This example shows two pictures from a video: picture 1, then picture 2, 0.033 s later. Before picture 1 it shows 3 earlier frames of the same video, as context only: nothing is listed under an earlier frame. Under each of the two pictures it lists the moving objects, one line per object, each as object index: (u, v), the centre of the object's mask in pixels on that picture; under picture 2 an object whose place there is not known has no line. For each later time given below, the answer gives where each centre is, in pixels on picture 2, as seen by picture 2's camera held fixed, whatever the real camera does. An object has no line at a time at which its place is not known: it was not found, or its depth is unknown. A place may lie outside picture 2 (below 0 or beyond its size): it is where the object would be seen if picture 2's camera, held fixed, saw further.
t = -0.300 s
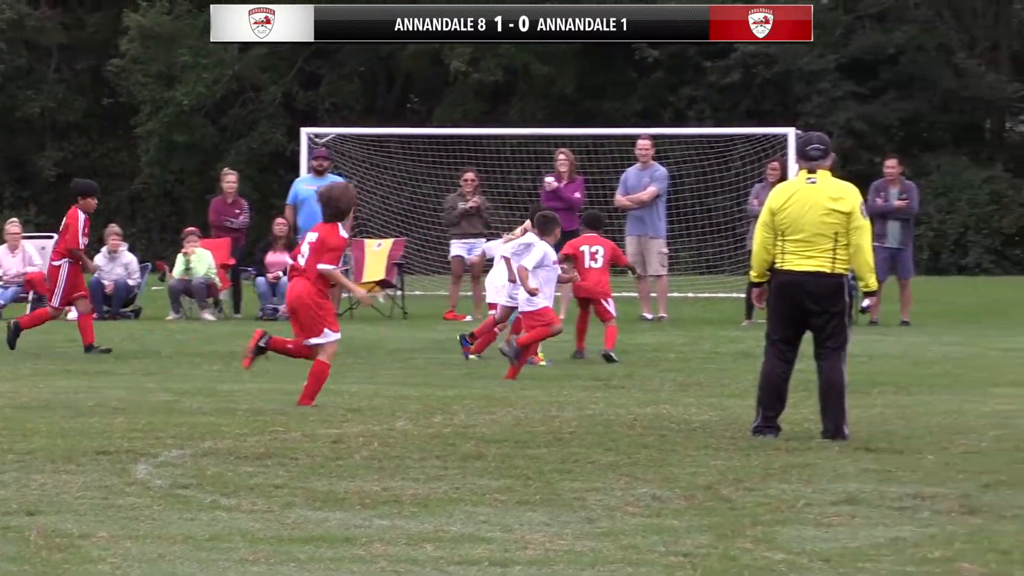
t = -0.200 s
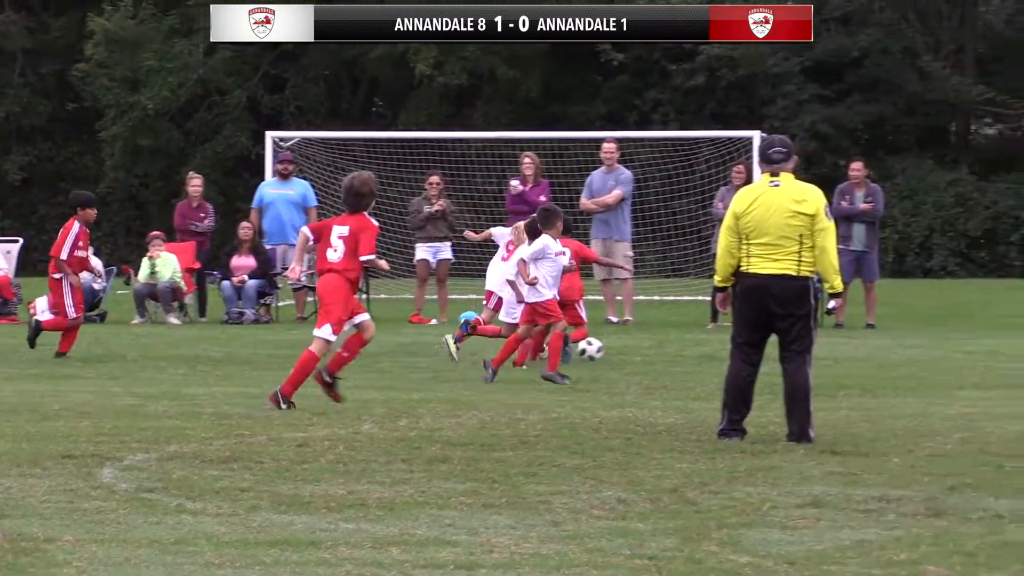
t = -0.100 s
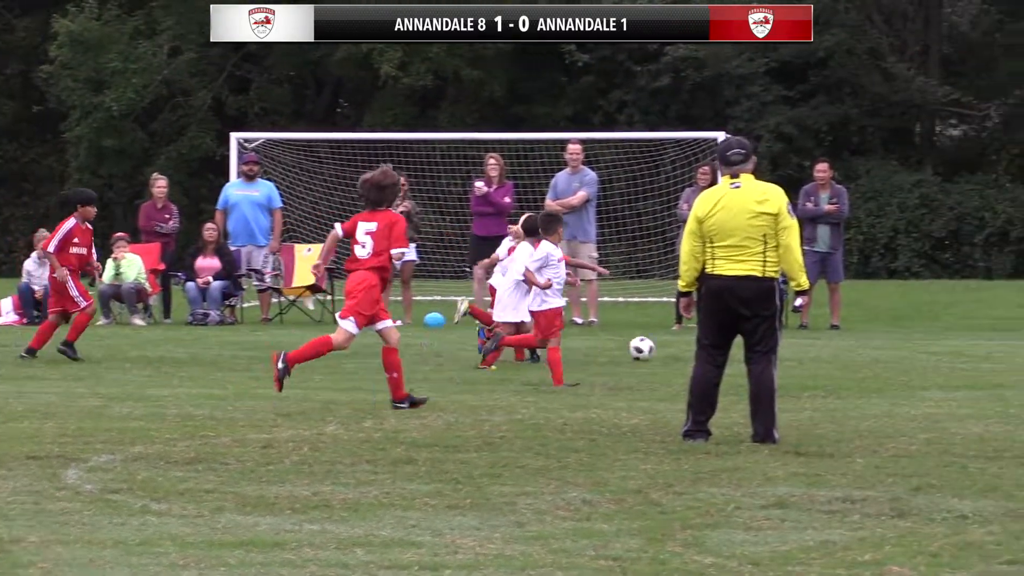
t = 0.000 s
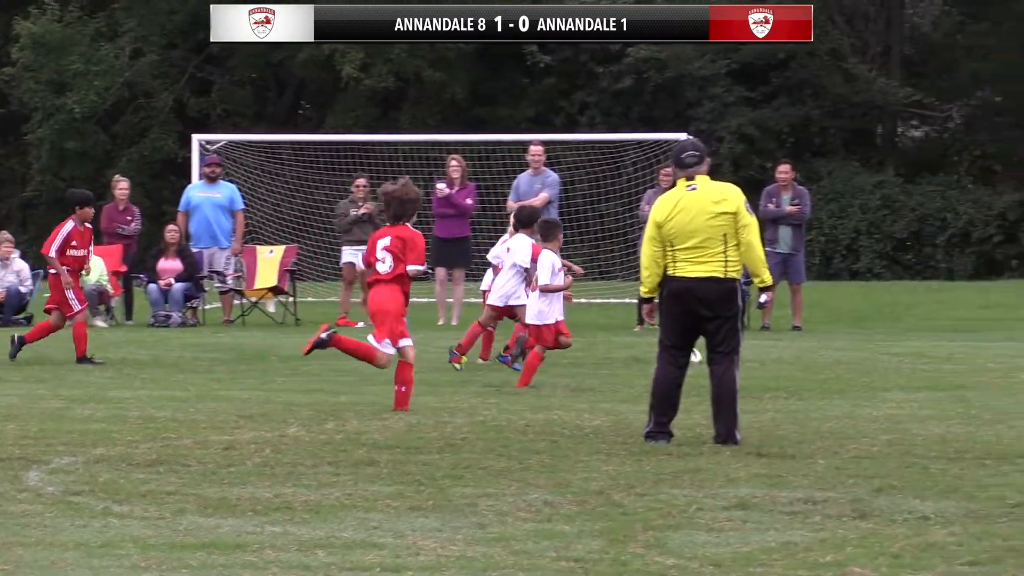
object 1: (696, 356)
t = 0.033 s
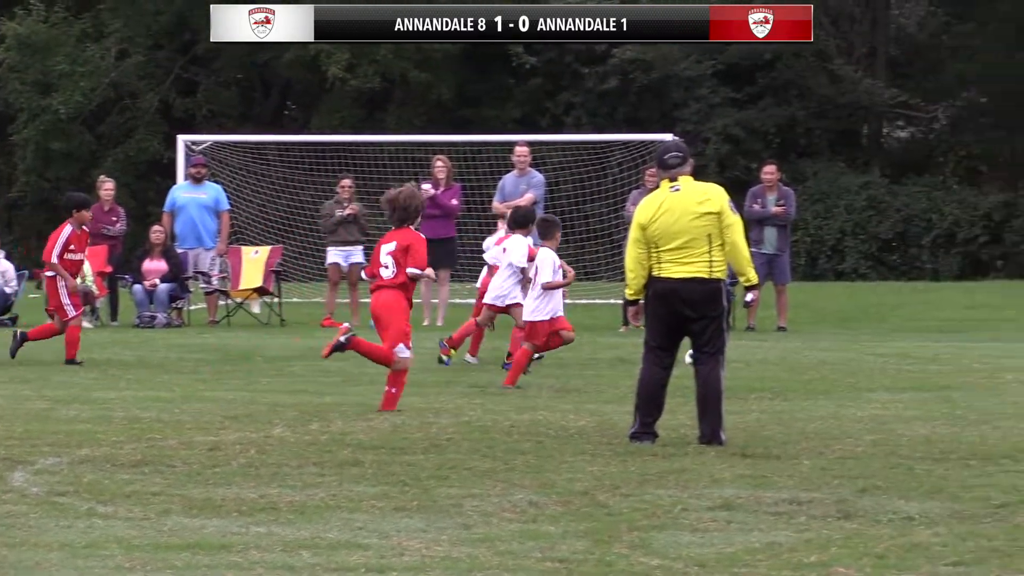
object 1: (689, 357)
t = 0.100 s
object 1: (732, 351)
